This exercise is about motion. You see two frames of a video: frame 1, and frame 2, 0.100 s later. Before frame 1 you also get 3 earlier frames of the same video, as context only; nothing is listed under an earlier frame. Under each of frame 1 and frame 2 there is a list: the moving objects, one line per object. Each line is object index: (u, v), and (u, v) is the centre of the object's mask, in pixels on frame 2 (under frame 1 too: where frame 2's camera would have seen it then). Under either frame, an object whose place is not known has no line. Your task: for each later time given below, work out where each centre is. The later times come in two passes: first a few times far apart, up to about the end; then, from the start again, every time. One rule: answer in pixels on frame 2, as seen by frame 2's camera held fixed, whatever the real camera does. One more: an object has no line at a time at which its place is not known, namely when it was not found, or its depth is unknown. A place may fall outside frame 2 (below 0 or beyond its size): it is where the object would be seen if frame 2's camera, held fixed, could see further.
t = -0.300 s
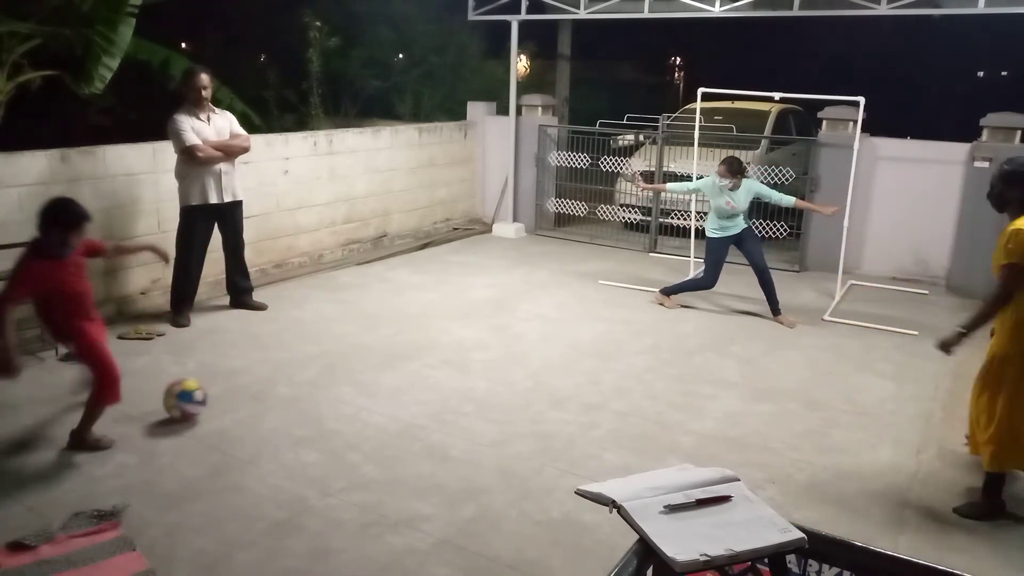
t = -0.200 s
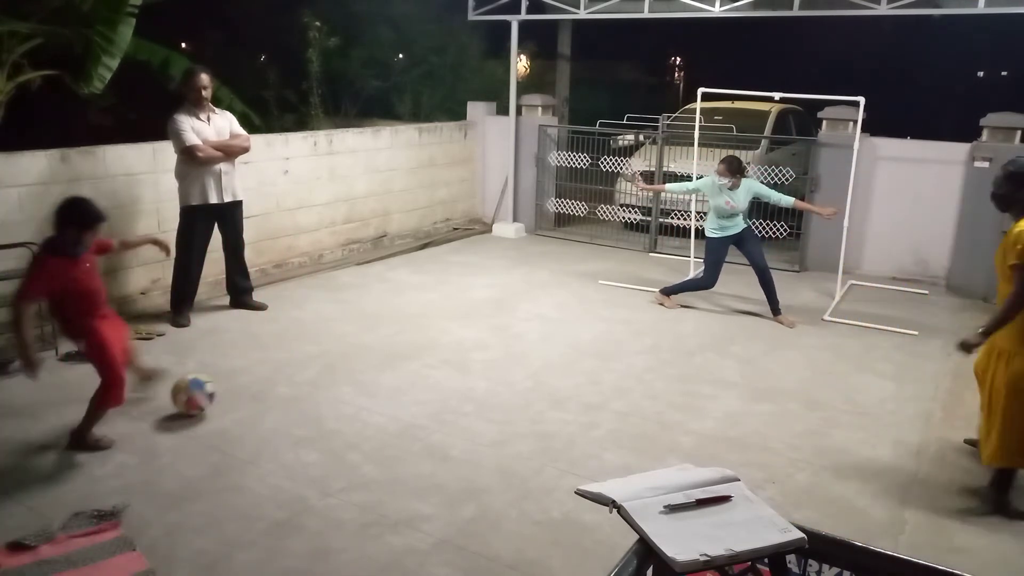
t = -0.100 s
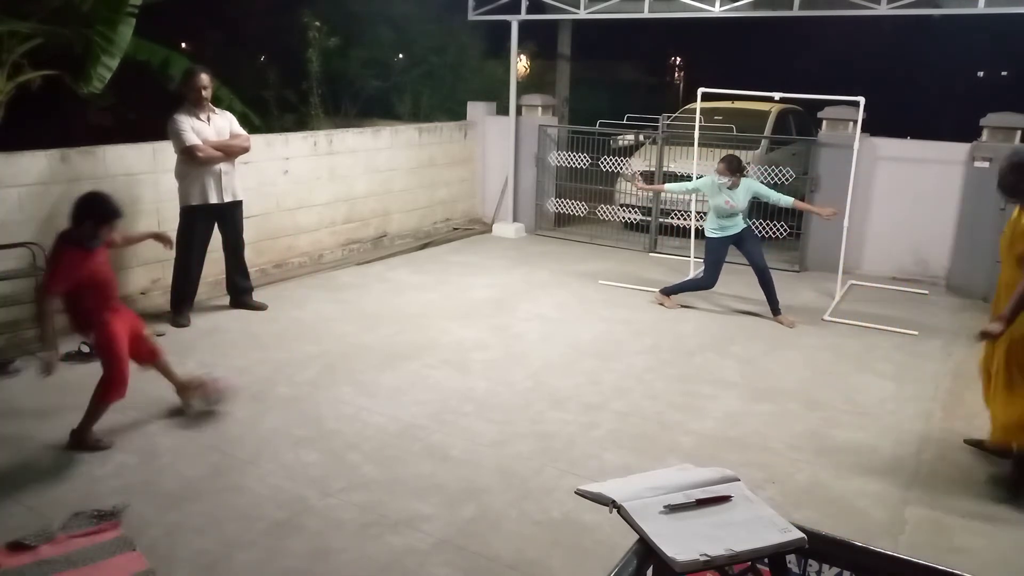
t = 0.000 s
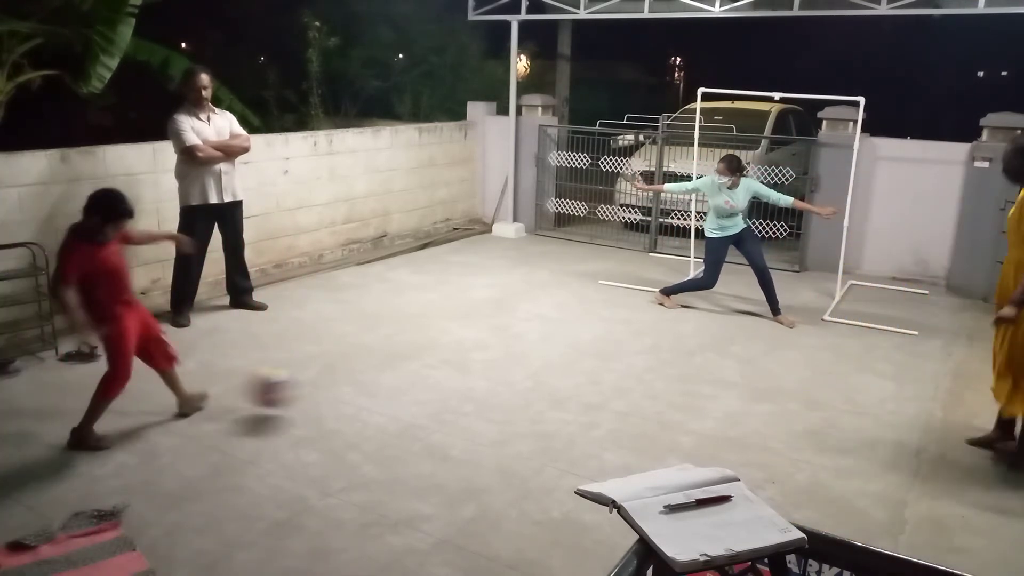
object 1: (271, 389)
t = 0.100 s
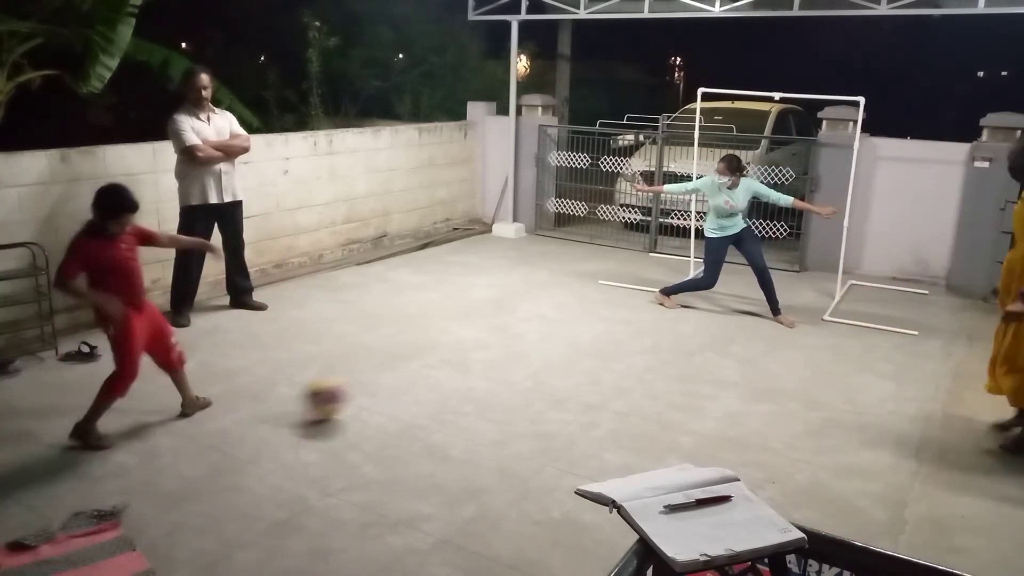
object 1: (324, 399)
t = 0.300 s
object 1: (400, 402)
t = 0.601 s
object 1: (487, 412)
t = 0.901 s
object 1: (567, 412)
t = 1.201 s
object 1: (640, 430)
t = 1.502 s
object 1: (712, 453)
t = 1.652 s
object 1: (748, 462)
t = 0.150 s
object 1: (345, 394)
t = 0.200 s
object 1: (363, 393)
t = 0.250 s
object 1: (383, 395)
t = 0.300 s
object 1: (400, 402)
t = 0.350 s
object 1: (418, 407)
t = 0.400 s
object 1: (434, 402)
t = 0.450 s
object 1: (448, 400)
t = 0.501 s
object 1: (461, 402)
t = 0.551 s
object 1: (474, 407)
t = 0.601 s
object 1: (487, 412)
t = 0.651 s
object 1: (502, 407)
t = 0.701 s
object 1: (515, 407)
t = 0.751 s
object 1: (528, 407)
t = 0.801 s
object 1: (540, 416)
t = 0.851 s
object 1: (555, 417)
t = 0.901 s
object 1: (567, 412)
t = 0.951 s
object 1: (580, 413)
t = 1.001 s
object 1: (590, 419)
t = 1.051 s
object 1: (603, 428)
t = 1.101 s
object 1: (616, 426)
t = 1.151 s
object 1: (628, 427)
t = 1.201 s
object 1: (640, 430)
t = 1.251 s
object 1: (652, 438)
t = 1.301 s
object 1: (665, 442)
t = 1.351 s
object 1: (677, 441)
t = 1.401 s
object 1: (688, 443)
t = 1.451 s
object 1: (701, 448)
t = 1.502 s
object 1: (712, 453)
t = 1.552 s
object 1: (726, 455)
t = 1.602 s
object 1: (736, 457)
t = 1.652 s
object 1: (748, 462)
